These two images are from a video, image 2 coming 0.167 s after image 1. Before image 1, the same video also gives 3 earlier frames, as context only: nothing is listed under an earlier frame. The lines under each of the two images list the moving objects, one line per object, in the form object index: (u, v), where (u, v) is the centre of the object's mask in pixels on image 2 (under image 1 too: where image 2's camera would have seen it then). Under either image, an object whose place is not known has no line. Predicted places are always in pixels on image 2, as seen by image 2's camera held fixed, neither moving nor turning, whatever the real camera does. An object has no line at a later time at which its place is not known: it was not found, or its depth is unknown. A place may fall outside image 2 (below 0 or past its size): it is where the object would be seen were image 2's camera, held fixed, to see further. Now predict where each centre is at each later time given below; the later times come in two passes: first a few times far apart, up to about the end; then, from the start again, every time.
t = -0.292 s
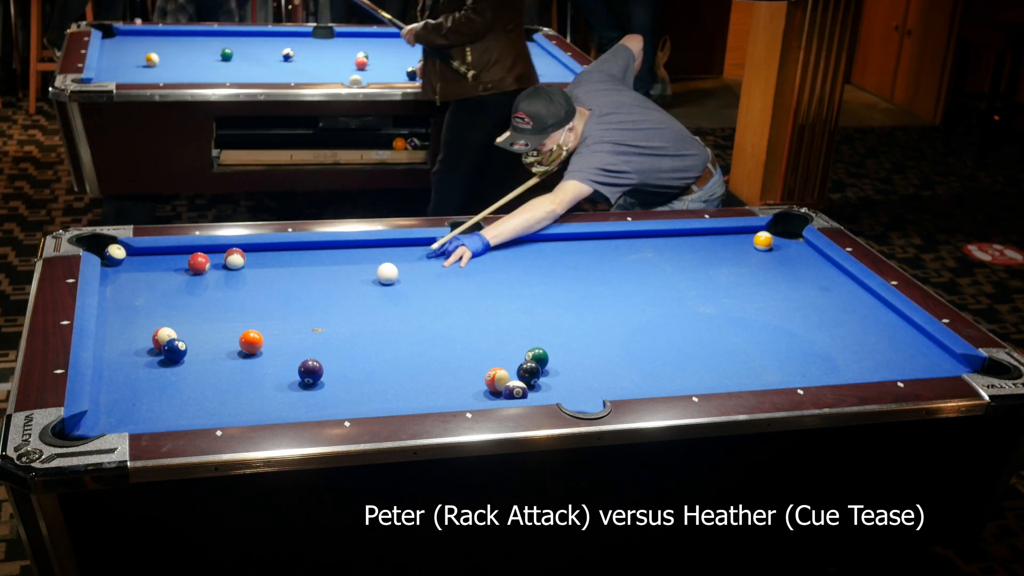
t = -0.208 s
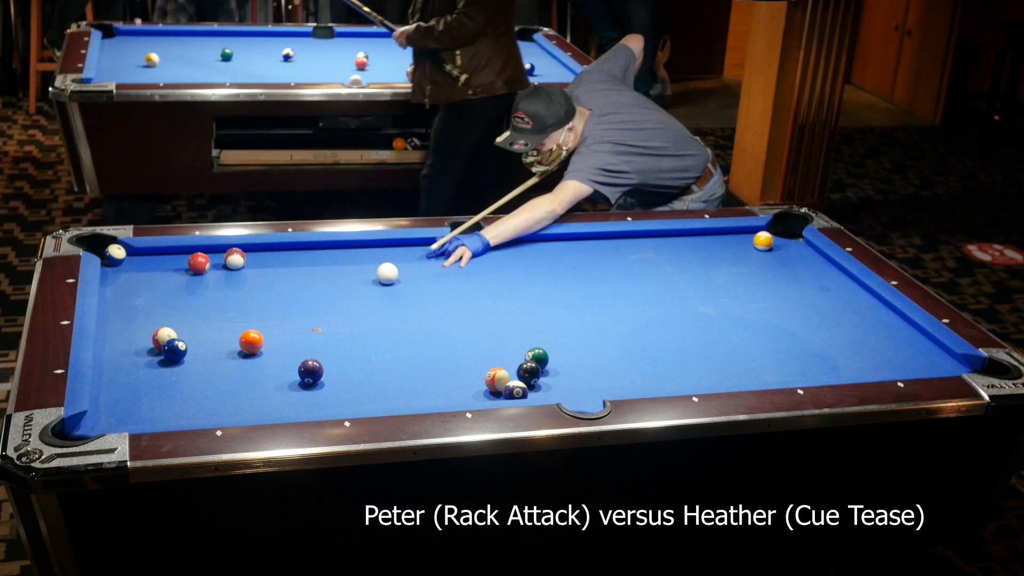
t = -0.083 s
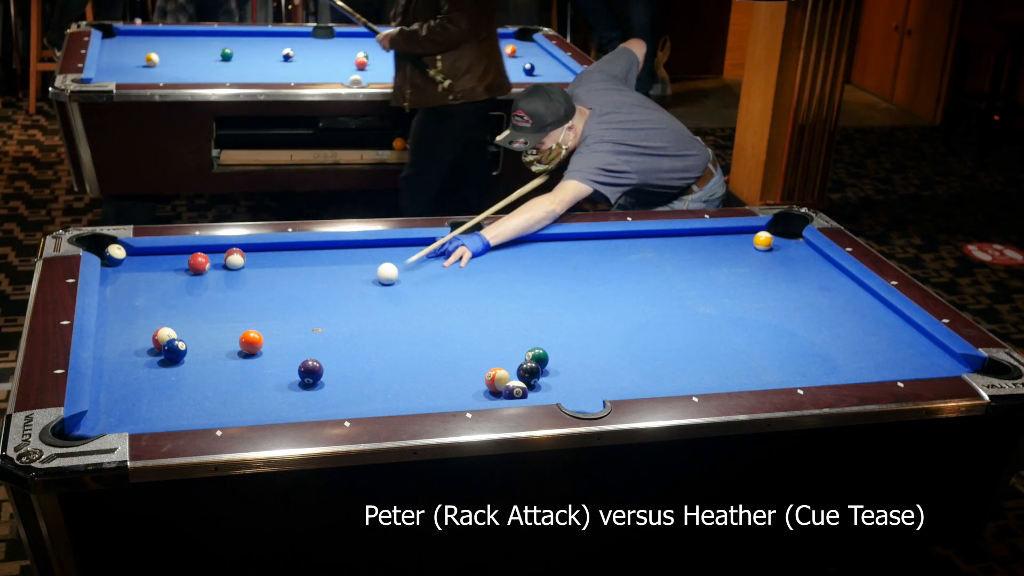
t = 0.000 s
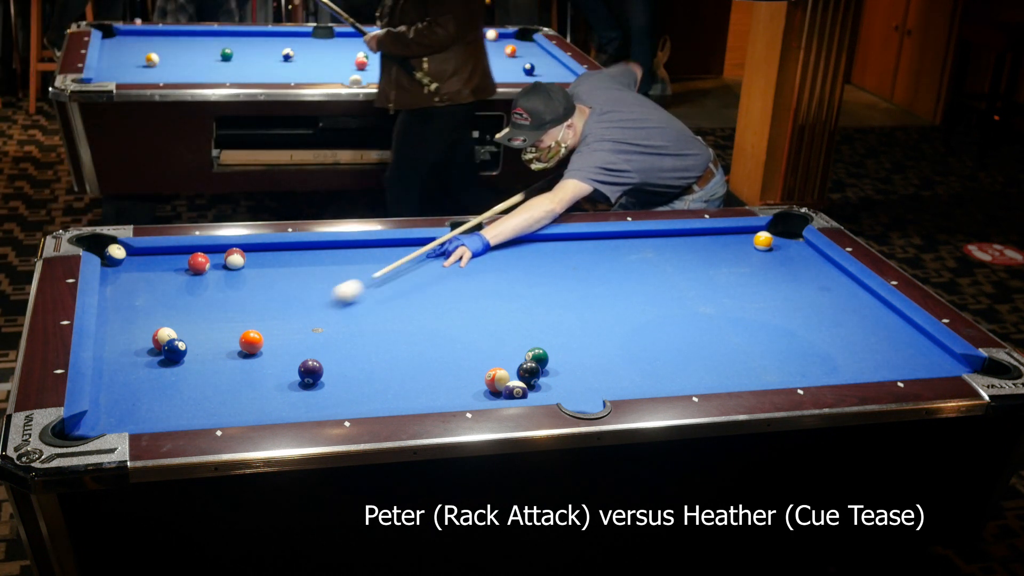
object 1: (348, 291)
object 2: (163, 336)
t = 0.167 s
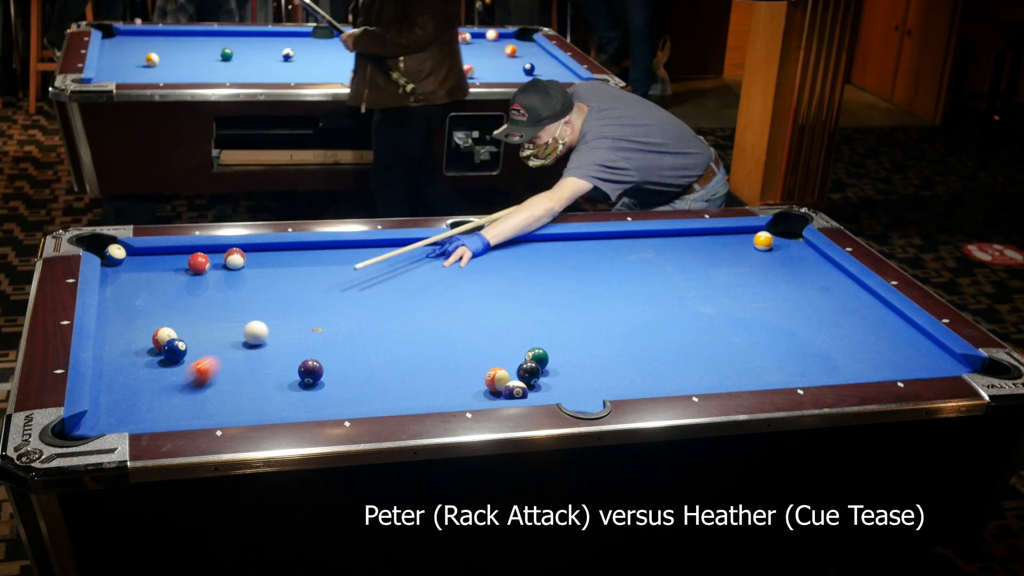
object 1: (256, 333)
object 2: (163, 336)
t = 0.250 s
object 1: (244, 333)
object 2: (163, 336)
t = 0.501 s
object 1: (210, 334)
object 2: (163, 336)
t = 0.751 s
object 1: (188, 333)
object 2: (157, 339)
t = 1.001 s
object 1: (180, 330)
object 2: (143, 343)
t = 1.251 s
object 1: (174, 329)
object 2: (131, 345)
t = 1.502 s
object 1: (172, 329)
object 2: (121, 347)
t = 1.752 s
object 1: (172, 329)
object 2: (115, 348)
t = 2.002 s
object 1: (172, 329)
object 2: (113, 349)
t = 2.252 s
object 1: (172, 329)
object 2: (114, 349)
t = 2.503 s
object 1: (172, 329)
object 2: (116, 349)
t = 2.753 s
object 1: (172, 329)
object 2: (116, 349)
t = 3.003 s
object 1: (172, 329)
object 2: (115, 350)
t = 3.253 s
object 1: (172, 329)
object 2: (115, 349)
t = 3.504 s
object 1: (172, 329)
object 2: (116, 349)
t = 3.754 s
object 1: (172, 329)
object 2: (116, 349)
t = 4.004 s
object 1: (172, 329)
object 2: (116, 349)
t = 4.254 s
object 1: (172, 329)
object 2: (116, 349)
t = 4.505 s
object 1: (172, 329)
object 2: (116, 349)
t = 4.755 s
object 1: (172, 329)
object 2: (116, 349)
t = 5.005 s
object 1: (172, 329)
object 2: (116, 349)
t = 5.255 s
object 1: (172, 329)
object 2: (116, 349)
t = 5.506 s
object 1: (172, 329)
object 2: (116, 349)
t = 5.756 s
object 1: (172, 329)
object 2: (116, 349)
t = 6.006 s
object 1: (172, 329)
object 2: (116, 349)
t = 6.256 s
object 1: (172, 329)
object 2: (116, 349)
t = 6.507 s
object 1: (172, 329)
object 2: (116, 349)
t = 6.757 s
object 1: (172, 329)
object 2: (116, 350)
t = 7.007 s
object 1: (172, 329)
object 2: (116, 349)
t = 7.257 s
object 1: (172, 329)
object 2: (116, 349)
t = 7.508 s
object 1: (172, 329)
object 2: (116, 350)
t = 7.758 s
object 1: (172, 329)
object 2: (116, 349)
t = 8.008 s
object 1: (172, 329)
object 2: (115, 349)
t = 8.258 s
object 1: (172, 329)
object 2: (116, 349)
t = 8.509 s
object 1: (172, 329)
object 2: (116, 349)
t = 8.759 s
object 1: (172, 329)
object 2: (115, 349)
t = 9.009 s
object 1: (172, 329)
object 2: (115, 349)
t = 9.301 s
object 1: (172, 329)
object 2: (115, 349)
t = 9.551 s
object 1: (172, 329)
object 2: (116, 349)
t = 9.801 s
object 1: (172, 329)
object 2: (116, 349)
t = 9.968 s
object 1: (172, 329)
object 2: (115, 350)
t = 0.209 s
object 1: (250, 333)
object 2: (163, 336)
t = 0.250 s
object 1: (244, 333)
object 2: (163, 336)
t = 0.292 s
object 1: (238, 333)
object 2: (163, 336)
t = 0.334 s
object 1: (233, 334)
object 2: (163, 336)
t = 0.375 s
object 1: (227, 334)
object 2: (163, 336)
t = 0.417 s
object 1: (221, 334)
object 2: (163, 336)
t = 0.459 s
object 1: (216, 334)
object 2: (163, 336)
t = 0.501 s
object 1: (210, 334)
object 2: (163, 336)
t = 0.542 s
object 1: (205, 335)
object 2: (163, 336)
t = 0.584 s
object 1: (200, 335)
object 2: (163, 336)
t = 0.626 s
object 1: (194, 335)
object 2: (163, 336)
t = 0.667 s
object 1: (190, 335)
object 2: (163, 337)
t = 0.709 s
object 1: (189, 334)
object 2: (159, 338)
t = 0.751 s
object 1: (188, 333)
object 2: (157, 339)
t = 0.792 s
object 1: (186, 333)
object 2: (155, 341)
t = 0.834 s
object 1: (185, 332)
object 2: (152, 342)
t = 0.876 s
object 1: (184, 332)
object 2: (150, 342)
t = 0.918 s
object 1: (182, 331)
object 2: (148, 342)
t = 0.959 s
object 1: (181, 331)
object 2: (146, 343)
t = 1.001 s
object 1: (180, 330)
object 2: (143, 343)
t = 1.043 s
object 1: (179, 330)
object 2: (141, 344)
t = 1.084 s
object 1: (178, 330)
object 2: (139, 344)
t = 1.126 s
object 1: (177, 330)
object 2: (137, 344)
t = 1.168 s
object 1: (176, 330)
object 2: (134, 345)
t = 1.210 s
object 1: (175, 330)
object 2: (132, 345)
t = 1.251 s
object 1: (174, 329)
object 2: (131, 345)
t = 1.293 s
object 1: (174, 329)
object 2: (129, 346)
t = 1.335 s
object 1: (173, 329)
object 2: (127, 346)
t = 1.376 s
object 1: (173, 329)
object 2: (125, 346)
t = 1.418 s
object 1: (172, 329)
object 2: (124, 347)
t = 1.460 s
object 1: (172, 329)
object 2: (122, 347)
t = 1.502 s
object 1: (172, 329)
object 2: (121, 347)
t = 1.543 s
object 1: (172, 329)
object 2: (120, 347)
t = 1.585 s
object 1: (171, 329)
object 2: (118, 347)
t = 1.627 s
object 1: (171, 329)
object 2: (117, 348)
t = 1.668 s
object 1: (171, 329)
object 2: (116, 348)
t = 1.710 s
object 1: (172, 329)
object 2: (115, 348)
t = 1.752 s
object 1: (172, 329)
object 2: (115, 348)
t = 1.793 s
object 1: (172, 329)
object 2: (114, 349)
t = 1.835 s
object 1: (172, 329)
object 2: (114, 349)
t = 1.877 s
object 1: (172, 329)
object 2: (113, 349)
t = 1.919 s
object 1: (172, 329)
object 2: (113, 349)
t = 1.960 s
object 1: (172, 329)
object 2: (113, 350)
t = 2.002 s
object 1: (172, 329)
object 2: (113, 349)
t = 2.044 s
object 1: (172, 329)
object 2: (113, 350)
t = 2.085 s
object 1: (172, 329)
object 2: (113, 349)
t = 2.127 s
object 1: (172, 329)
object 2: (113, 350)
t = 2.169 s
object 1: (172, 329)
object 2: (113, 349)
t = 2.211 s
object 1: (172, 329)
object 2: (113, 349)
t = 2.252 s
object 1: (172, 329)
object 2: (114, 349)
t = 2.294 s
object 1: (172, 329)
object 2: (114, 349)
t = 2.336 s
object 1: (172, 329)
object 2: (114, 349)
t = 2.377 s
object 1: (172, 329)
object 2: (115, 349)
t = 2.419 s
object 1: (172, 329)
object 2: (115, 349)
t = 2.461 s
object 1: (172, 329)
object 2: (115, 349)
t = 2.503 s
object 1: (172, 329)
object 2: (116, 349)
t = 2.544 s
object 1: (172, 329)
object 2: (116, 349)
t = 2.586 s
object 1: (172, 329)
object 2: (116, 350)
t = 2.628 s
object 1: (172, 329)
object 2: (116, 350)
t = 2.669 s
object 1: (172, 329)
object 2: (116, 350)
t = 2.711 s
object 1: (172, 329)
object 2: (116, 349)
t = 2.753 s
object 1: (172, 329)
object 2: (116, 349)
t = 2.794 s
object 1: (172, 329)
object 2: (116, 349)
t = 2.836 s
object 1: (172, 329)
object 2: (116, 349)
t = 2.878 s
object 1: (172, 329)
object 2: (115, 349)
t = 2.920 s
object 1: (172, 329)
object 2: (115, 349)
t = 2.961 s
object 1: (172, 329)
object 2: (115, 349)
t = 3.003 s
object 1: (172, 329)
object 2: (115, 350)
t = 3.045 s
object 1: (172, 329)
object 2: (116, 349)
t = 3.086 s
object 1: (172, 329)
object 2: (116, 349)
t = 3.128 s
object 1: (172, 329)
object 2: (115, 349)
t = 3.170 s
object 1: (172, 329)
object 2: (115, 349)
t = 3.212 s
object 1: (172, 329)
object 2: (116, 349)
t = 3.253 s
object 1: (172, 329)
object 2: (115, 349)
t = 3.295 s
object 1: (172, 329)
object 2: (115, 349)
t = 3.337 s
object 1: (172, 329)
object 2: (116, 349)
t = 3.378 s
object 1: (172, 329)
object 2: (116, 349)
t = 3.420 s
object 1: (172, 329)
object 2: (116, 349)
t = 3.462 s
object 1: (172, 329)
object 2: (116, 349)
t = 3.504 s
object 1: (172, 329)
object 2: (116, 349)
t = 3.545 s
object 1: (172, 329)
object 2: (116, 349)
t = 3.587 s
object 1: (172, 329)
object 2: (116, 349)
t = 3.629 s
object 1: (172, 329)
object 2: (116, 349)
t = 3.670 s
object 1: (172, 329)
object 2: (116, 349)
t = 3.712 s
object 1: (172, 329)
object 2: (116, 349)
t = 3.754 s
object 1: (172, 329)
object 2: (116, 349)
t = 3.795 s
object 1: (172, 329)
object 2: (116, 349)
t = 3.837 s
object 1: (172, 329)
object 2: (116, 349)
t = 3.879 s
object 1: (172, 329)
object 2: (116, 349)
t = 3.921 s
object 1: (172, 329)
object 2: (116, 349)
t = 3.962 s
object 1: (172, 329)
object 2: (116, 349)
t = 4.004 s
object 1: (172, 329)
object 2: (116, 349)
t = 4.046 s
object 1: (172, 329)
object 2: (116, 349)
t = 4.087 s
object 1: (172, 329)
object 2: (116, 349)
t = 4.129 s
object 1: (172, 329)
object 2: (116, 349)
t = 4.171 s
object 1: (172, 329)
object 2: (116, 349)
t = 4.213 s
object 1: (172, 329)
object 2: (116, 349)
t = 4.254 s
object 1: (172, 329)
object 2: (116, 349)
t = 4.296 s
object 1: (172, 329)
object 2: (116, 349)
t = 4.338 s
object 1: (172, 329)
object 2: (116, 350)
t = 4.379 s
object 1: (172, 329)
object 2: (116, 350)
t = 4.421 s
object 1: (172, 329)
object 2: (116, 349)
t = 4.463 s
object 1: (172, 329)
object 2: (116, 349)
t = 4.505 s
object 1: (172, 329)
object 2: (116, 349)
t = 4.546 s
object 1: (172, 329)
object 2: (116, 349)
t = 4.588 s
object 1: (172, 329)
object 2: (116, 349)
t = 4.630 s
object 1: (172, 329)
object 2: (116, 349)
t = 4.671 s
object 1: (172, 329)
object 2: (116, 349)
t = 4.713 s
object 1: (172, 329)
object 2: (116, 349)
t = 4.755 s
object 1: (172, 329)
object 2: (116, 349)
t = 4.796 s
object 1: (172, 329)
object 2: (116, 349)
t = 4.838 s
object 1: (172, 329)
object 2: (116, 349)
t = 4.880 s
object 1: (172, 329)
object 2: (116, 349)
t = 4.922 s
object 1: (172, 329)
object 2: (116, 349)
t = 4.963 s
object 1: (172, 329)
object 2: (116, 349)
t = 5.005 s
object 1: (172, 329)
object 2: (116, 349)
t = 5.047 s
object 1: (172, 329)
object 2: (116, 349)
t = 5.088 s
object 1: (172, 329)
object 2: (116, 349)
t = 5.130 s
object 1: (172, 329)
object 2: (116, 349)
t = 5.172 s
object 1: (172, 329)
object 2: (116, 349)
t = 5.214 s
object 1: (172, 329)
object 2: (116, 349)
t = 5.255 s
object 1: (172, 329)
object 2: (116, 349)
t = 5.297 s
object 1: (172, 329)
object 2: (116, 350)
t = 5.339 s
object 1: (172, 329)
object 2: (116, 349)
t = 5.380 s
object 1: (172, 329)
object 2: (116, 349)
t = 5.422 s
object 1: (172, 329)
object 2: (116, 349)
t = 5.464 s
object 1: (172, 329)
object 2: (116, 349)
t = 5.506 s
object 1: (172, 329)
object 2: (116, 349)
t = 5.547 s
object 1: (172, 329)
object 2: (116, 349)
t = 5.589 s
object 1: (172, 329)
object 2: (116, 349)
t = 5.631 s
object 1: (172, 329)
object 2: (116, 349)
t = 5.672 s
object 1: (172, 329)
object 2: (116, 349)
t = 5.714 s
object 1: (172, 329)
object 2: (116, 349)
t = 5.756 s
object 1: (172, 329)
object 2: (116, 349)
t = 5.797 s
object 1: (172, 329)
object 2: (116, 349)
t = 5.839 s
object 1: (172, 329)
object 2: (116, 349)
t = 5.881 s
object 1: (172, 329)
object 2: (116, 350)
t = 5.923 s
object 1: (172, 329)
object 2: (116, 349)
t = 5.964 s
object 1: (172, 329)
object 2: (116, 349)
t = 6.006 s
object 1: (172, 329)
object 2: (116, 349)
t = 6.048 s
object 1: (172, 329)
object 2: (116, 350)
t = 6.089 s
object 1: (172, 329)
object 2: (116, 349)
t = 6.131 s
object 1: (172, 329)
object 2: (116, 350)
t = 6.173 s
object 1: (172, 329)
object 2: (116, 349)
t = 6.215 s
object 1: (172, 329)
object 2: (116, 349)
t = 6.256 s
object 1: (172, 329)
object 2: (116, 349)
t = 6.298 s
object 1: (172, 329)
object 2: (116, 349)
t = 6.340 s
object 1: (172, 329)
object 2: (116, 349)
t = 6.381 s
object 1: (172, 329)
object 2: (116, 349)
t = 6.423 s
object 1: (172, 329)
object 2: (116, 350)
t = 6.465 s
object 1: (172, 329)
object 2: (116, 349)
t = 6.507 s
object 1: (172, 329)
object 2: (116, 349)
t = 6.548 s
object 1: (172, 329)
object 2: (116, 350)
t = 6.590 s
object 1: (172, 329)
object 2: (116, 350)
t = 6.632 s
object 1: (172, 329)
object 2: (116, 350)
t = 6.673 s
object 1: (172, 329)
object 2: (116, 349)
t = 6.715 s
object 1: (172, 329)
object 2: (116, 349)
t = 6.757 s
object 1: (172, 329)
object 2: (116, 350)
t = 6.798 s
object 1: (172, 329)
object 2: (116, 349)
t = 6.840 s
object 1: (172, 329)
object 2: (116, 349)
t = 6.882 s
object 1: (172, 329)
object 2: (116, 349)
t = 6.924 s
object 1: (172, 329)
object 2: (116, 350)
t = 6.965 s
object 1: (172, 329)
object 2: (116, 350)
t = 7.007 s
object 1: (172, 329)
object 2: (116, 349)
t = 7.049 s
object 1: (172, 329)
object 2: (116, 350)
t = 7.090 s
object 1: (172, 329)
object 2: (116, 349)
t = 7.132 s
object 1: (172, 329)
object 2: (116, 349)
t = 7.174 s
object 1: (172, 329)
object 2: (116, 349)
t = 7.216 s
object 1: (172, 329)
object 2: (116, 350)
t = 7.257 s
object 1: (172, 329)
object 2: (116, 349)
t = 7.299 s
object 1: (172, 329)
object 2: (116, 350)
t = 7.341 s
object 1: (172, 329)
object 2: (116, 349)
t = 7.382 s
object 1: (172, 329)
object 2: (116, 349)
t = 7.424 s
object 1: (172, 329)
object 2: (116, 349)
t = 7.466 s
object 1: (172, 329)
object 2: (115, 350)
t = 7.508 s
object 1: (172, 329)
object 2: (116, 350)
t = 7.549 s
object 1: (172, 329)
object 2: (116, 350)
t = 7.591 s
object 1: (172, 329)
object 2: (116, 349)
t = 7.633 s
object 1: (172, 329)
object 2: (116, 349)
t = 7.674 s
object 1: (172, 329)
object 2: (115, 350)
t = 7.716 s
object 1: (172, 329)
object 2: (116, 349)
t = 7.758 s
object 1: (172, 329)
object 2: (116, 349)
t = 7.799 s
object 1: (172, 329)
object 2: (116, 349)
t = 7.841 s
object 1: (172, 329)
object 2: (115, 349)
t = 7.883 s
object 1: (172, 329)
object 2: (115, 349)
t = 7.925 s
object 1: (172, 329)
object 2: (115, 350)
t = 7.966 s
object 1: (172, 329)
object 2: (115, 349)
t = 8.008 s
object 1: (172, 329)
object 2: (115, 349)
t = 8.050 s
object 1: (172, 329)
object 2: (115, 349)
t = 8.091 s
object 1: (172, 329)
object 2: (115, 350)
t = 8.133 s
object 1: (172, 329)
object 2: (115, 350)
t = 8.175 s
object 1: (172, 329)
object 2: (115, 350)
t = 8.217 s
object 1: (172, 329)
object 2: (116, 349)
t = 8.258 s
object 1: (172, 329)
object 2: (116, 349)
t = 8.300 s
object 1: (172, 329)
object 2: (115, 349)
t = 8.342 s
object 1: (172, 329)
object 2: (115, 350)
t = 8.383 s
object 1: (172, 329)
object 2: (115, 350)
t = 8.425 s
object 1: (172, 329)
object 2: (116, 349)
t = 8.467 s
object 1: (172, 329)
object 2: (116, 349)
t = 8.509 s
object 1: (172, 329)
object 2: (116, 349)
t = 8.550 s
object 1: (172, 329)
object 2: (115, 349)
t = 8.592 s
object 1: (172, 329)
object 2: (115, 349)
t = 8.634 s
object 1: (172, 329)
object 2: (115, 349)
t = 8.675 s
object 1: (172, 329)
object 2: (115, 349)
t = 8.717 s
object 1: (172, 329)
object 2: (116, 349)
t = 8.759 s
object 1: (172, 329)
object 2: (115, 349)
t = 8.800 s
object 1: (172, 329)
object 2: (115, 349)
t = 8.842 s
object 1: (172, 329)
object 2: (116, 349)
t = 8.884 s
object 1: (172, 329)
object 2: (115, 349)
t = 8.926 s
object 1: (172, 329)
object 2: (115, 349)
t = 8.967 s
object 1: (172, 329)
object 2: (115, 349)
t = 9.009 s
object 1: (172, 329)
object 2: (115, 349)
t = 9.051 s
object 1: (172, 329)
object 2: (116, 349)
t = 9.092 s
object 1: (172, 329)
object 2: (116, 349)
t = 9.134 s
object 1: (172, 329)
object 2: (116, 349)
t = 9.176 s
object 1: (172, 329)
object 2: (116, 349)
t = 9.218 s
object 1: (172, 329)
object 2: (115, 349)
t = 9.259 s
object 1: (172, 329)
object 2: (116, 349)
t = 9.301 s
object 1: (172, 329)
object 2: (115, 349)
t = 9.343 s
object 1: (172, 329)
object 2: (116, 349)
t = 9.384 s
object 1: (172, 329)
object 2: (115, 349)
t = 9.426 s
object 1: (172, 329)
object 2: (115, 350)
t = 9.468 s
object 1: (172, 329)
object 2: (115, 350)
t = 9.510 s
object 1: (172, 329)
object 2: (115, 350)
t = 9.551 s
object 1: (172, 329)
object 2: (116, 349)
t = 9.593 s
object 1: (172, 329)
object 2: (115, 349)
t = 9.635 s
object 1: (172, 329)
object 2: (116, 350)
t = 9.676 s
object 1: (172, 329)
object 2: (115, 350)
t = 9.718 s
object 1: (172, 329)
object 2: (115, 350)
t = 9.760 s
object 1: (172, 329)
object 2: (115, 350)
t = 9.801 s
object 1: (172, 329)
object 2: (116, 349)
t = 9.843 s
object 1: (172, 329)
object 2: (115, 349)
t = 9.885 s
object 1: (172, 329)
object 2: (115, 350)
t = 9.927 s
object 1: (172, 329)
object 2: (115, 350)
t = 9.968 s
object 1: (172, 329)
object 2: (115, 350)
